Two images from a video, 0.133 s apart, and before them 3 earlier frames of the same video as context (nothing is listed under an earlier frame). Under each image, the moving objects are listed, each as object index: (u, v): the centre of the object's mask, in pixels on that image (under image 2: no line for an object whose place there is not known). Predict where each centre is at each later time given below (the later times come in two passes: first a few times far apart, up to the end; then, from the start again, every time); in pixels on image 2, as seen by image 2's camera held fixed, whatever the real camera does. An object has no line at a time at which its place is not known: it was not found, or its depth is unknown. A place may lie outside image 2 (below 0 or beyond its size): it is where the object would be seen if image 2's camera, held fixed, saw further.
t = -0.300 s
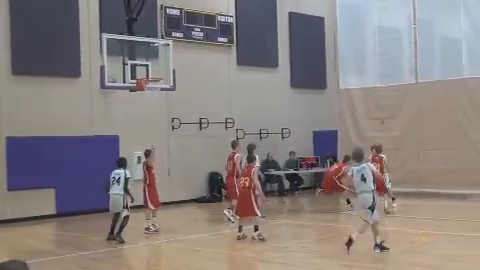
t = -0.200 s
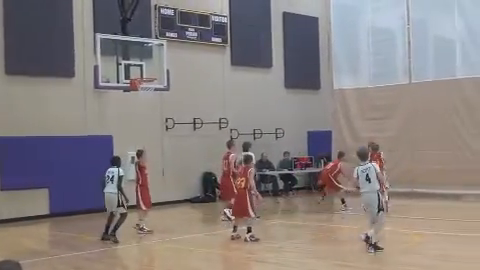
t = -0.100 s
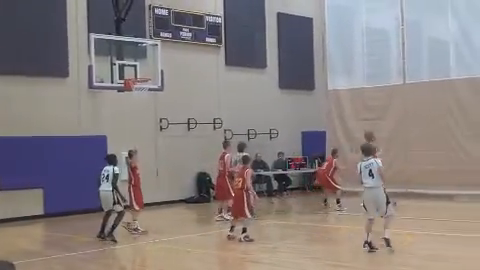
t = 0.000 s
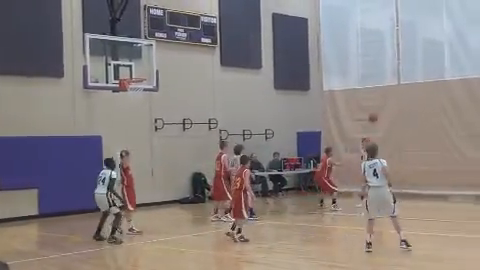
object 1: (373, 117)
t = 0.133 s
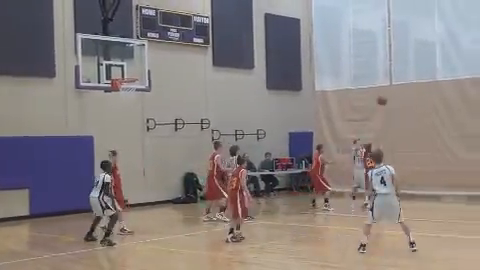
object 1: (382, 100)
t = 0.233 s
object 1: (395, 91)
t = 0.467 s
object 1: (430, 86)
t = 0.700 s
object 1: (468, 109)
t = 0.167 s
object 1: (386, 98)
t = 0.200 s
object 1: (391, 93)
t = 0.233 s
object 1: (395, 91)
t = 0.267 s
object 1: (400, 89)
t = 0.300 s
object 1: (405, 87)
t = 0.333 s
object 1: (410, 86)
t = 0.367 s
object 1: (414, 86)
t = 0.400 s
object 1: (419, 86)
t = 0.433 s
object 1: (424, 86)
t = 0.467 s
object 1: (430, 86)
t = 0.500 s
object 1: (435, 86)
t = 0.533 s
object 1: (440, 90)
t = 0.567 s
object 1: (446, 93)
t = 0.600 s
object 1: (451, 96)
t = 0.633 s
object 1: (457, 100)
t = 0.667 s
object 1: (463, 104)
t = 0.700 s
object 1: (468, 109)
